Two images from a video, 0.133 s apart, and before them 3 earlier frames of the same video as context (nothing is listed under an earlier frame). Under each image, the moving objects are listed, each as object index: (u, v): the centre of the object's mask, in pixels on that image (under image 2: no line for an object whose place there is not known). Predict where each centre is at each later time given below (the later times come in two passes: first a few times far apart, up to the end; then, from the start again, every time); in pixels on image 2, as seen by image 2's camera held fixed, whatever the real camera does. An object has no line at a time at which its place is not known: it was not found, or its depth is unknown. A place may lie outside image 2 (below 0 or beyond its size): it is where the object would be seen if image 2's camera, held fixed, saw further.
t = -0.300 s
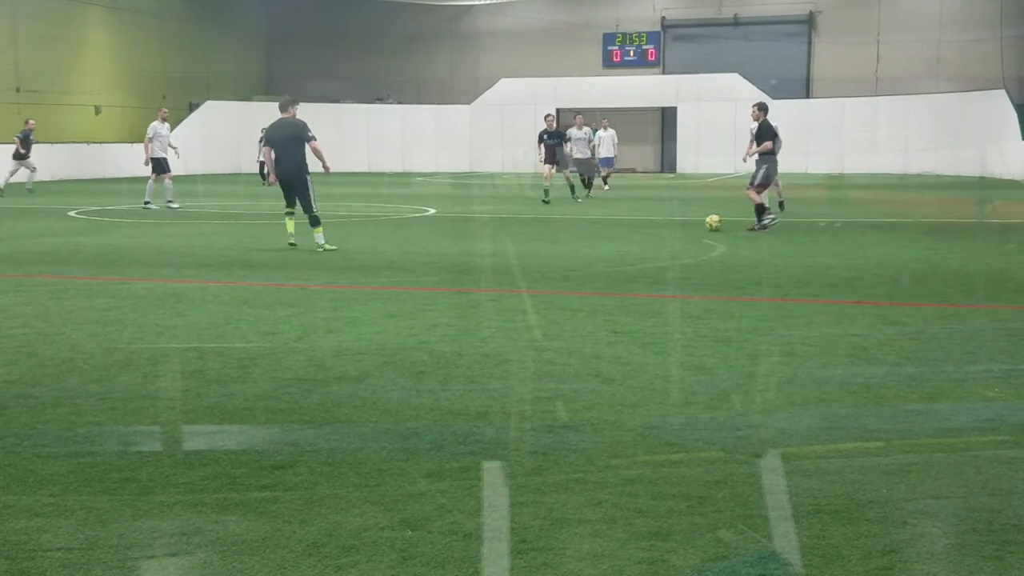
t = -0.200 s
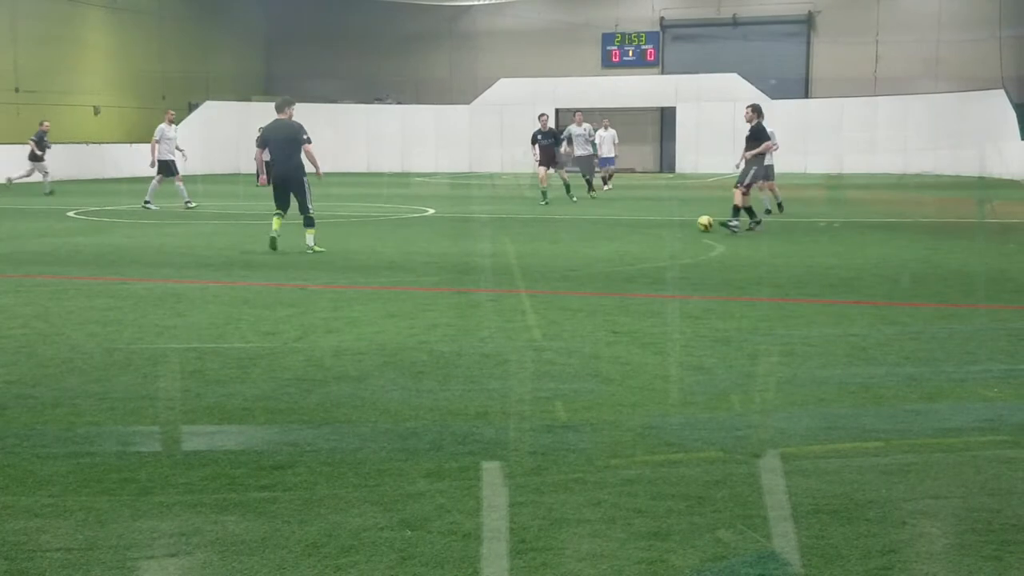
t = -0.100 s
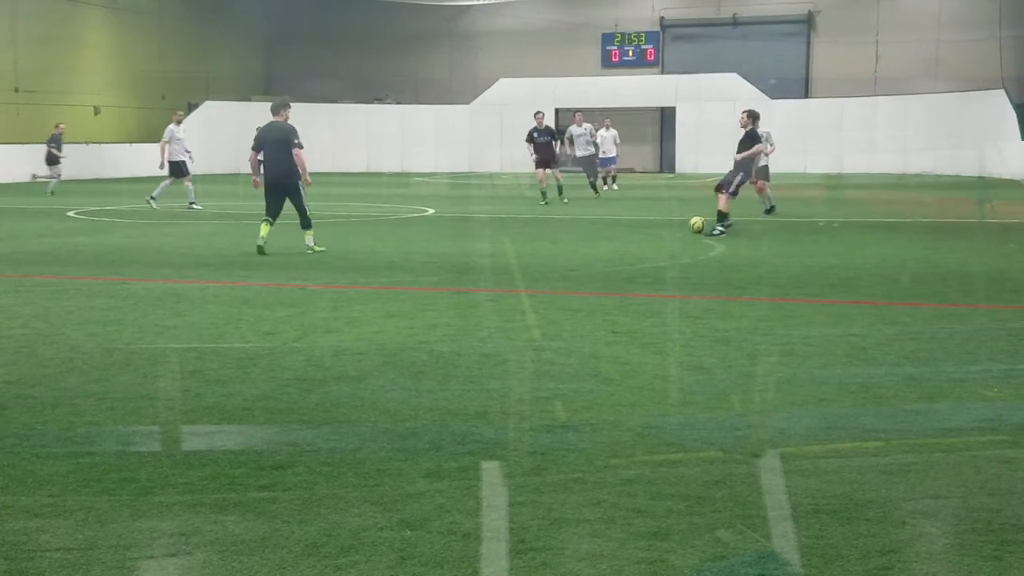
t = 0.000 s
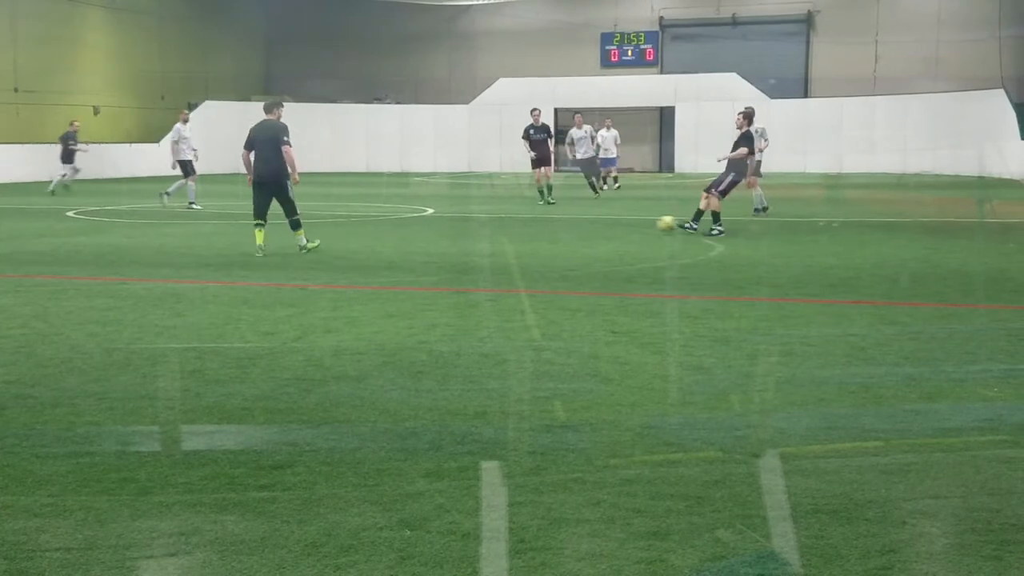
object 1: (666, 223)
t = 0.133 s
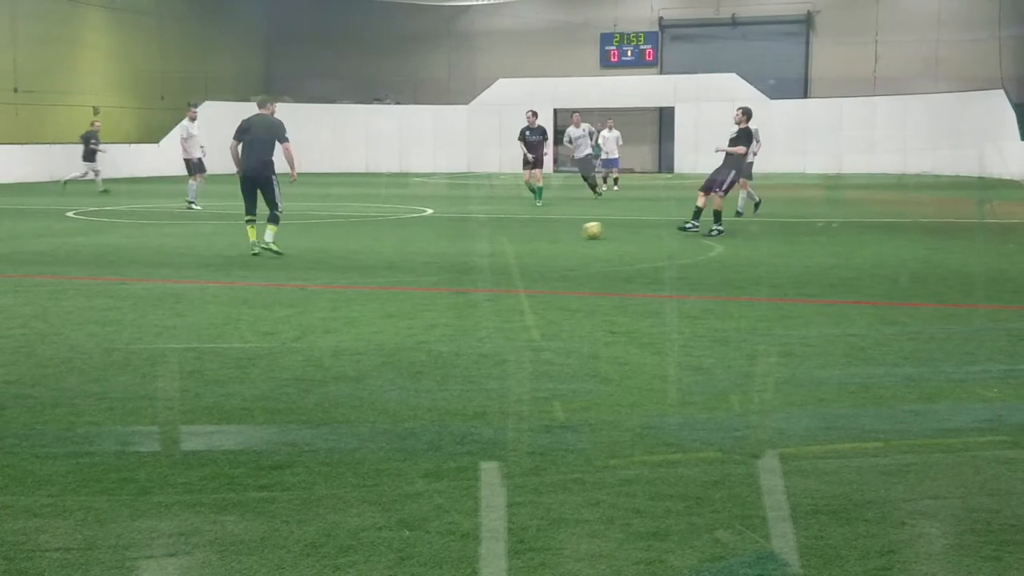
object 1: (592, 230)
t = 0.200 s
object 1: (558, 230)
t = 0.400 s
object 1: (460, 236)
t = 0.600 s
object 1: (372, 242)
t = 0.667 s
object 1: (348, 240)
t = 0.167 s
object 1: (574, 230)
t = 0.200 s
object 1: (558, 230)
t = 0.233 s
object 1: (542, 230)
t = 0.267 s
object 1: (526, 231)
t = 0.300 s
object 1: (509, 233)
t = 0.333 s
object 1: (493, 236)
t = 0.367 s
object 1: (476, 236)
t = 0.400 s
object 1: (460, 236)
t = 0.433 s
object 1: (445, 237)
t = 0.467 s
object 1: (430, 238)
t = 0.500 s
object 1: (416, 238)
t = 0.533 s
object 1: (402, 238)
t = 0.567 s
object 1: (387, 240)
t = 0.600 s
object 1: (372, 242)
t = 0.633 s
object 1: (360, 240)
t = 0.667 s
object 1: (348, 240)
